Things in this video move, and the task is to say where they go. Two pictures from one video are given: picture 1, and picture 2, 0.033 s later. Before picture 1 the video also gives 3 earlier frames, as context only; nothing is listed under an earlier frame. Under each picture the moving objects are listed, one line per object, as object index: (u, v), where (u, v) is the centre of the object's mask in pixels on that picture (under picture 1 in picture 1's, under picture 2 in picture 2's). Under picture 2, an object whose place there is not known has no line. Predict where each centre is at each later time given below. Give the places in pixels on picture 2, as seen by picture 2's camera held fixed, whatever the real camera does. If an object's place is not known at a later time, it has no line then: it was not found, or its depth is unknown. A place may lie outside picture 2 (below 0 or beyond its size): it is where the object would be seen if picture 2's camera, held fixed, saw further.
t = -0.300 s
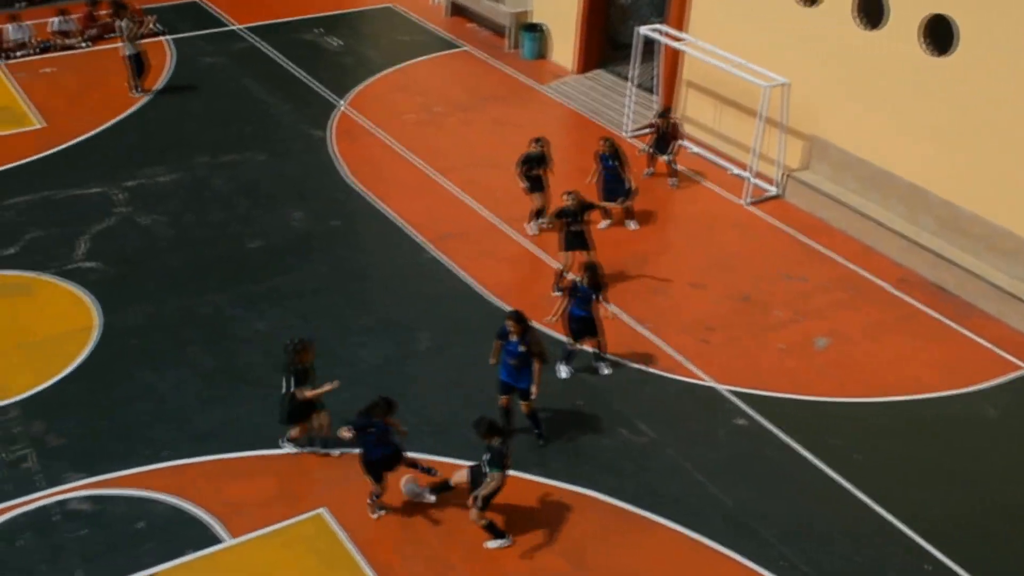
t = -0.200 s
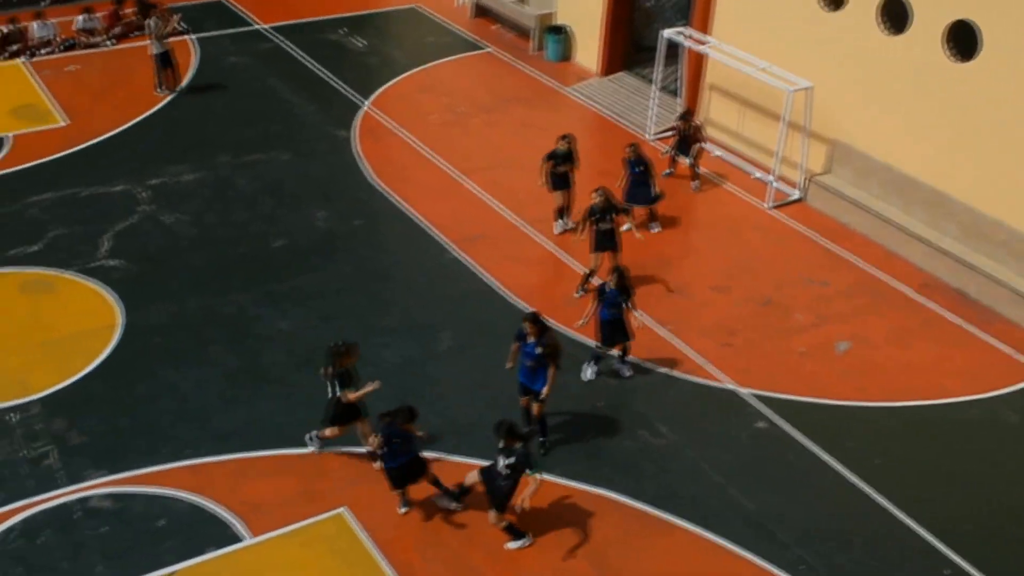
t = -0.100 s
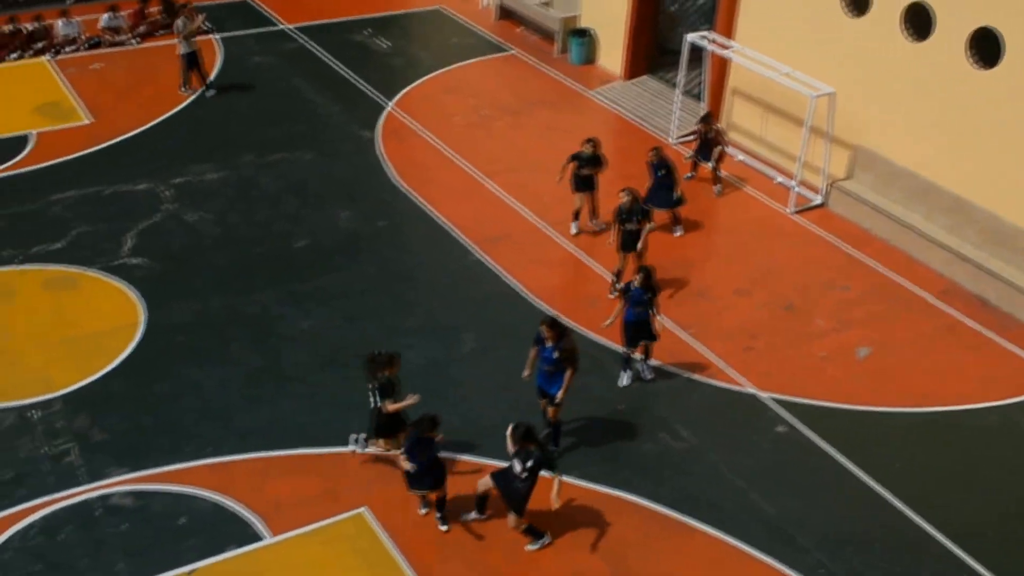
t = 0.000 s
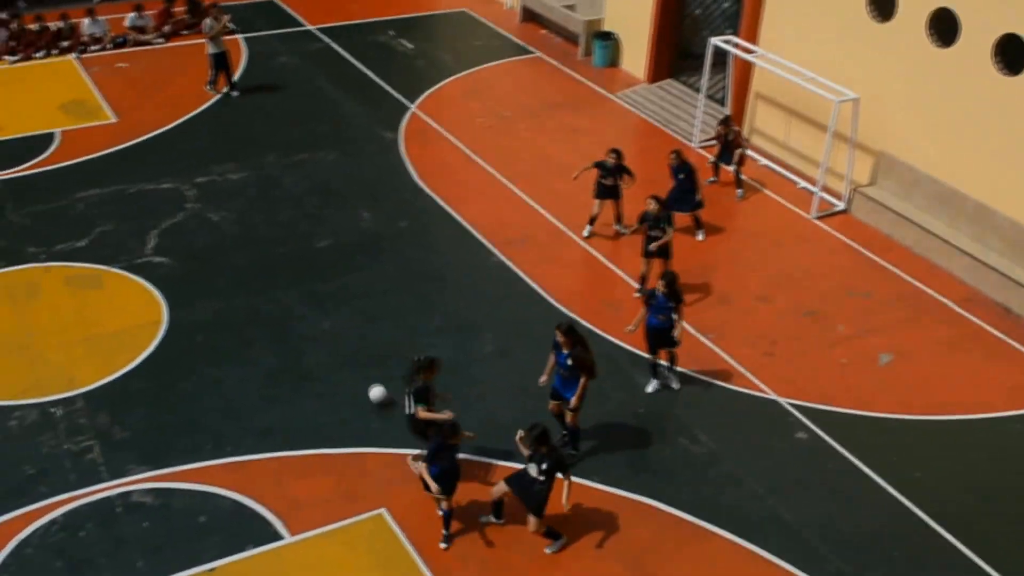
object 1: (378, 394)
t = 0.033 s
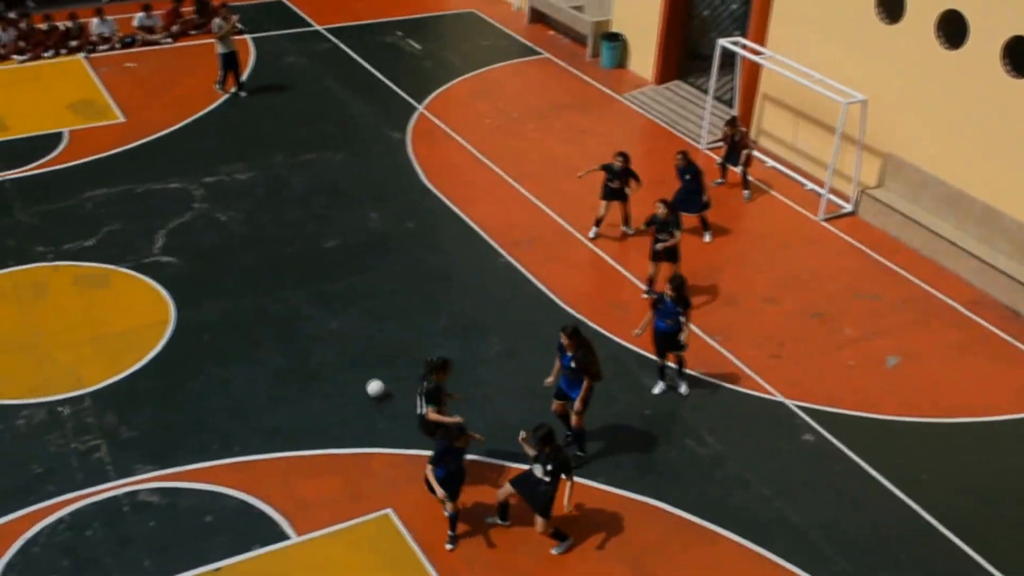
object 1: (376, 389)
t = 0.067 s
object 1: (367, 381)
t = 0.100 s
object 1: (360, 371)
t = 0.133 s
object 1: (353, 363)
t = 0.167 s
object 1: (346, 356)
